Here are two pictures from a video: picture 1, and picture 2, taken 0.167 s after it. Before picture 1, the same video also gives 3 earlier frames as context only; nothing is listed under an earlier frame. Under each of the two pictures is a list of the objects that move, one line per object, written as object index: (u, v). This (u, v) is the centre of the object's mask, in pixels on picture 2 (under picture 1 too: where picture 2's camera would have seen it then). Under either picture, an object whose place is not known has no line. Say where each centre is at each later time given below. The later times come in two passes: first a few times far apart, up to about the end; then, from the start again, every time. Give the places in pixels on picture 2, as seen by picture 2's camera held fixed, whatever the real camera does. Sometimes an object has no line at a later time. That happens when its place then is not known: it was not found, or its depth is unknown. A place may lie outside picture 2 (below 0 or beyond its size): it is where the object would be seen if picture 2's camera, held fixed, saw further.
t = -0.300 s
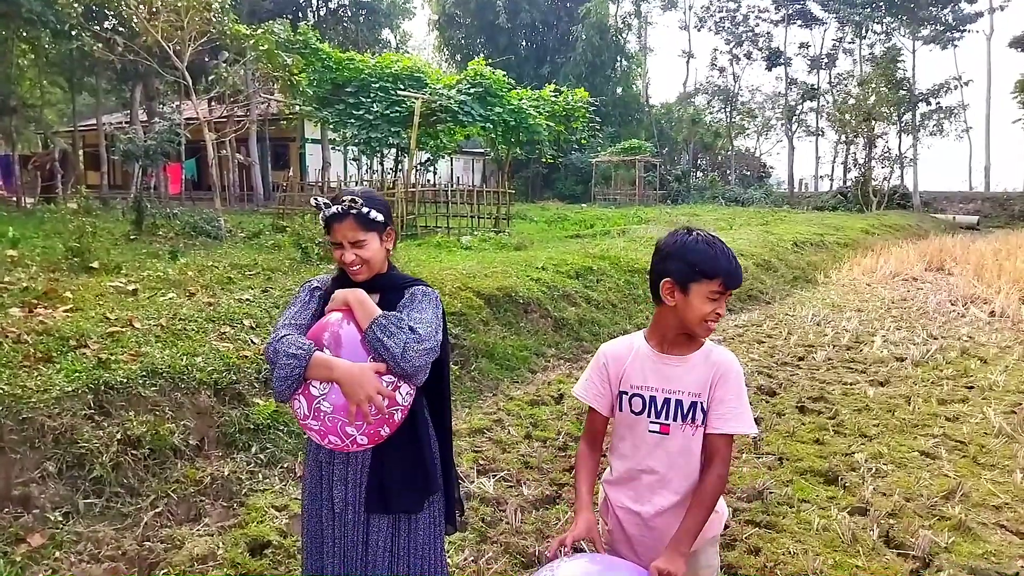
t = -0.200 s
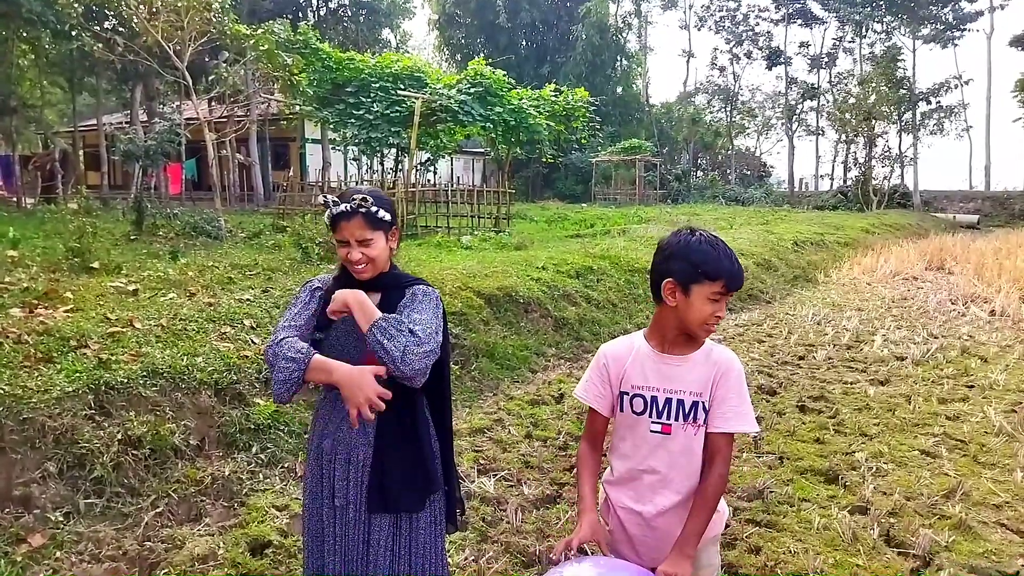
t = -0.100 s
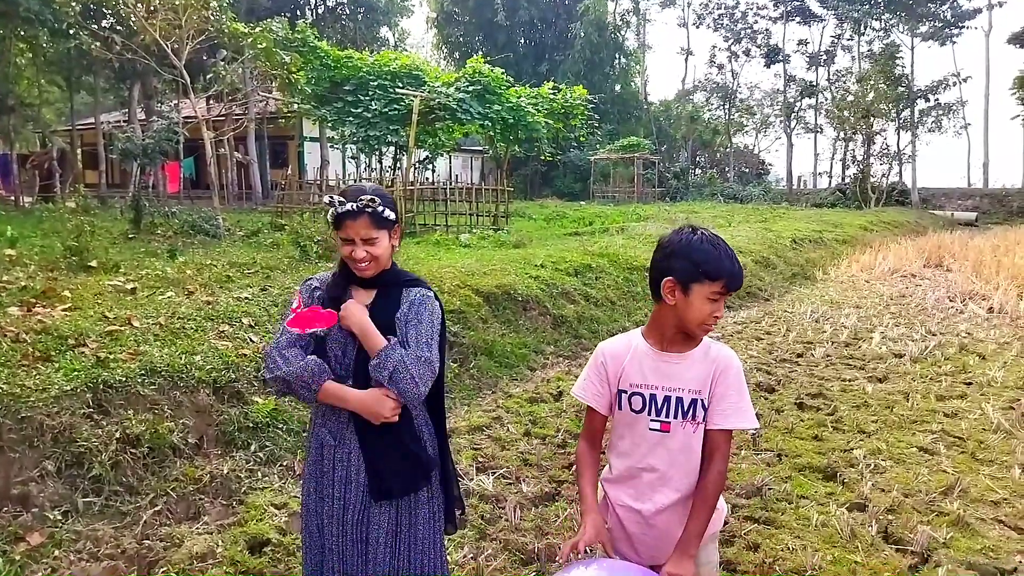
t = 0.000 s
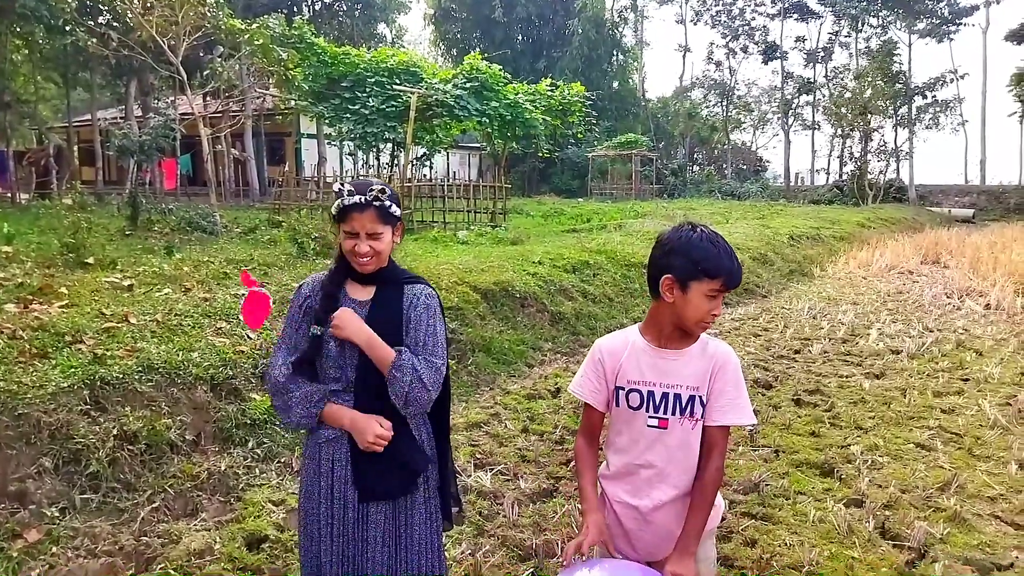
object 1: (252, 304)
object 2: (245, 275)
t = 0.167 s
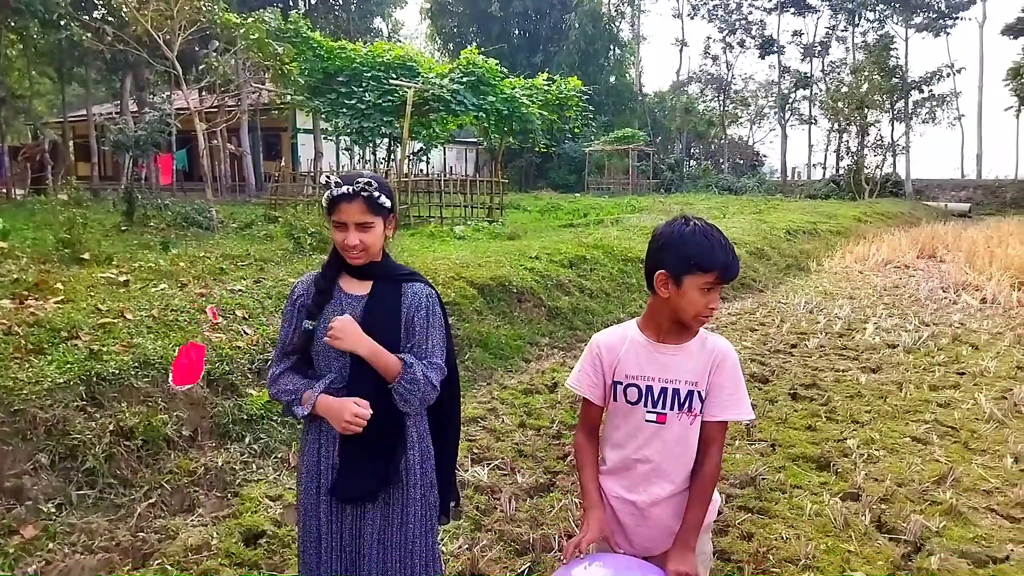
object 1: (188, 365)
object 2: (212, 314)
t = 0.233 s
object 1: (172, 434)
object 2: (213, 345)
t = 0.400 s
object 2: (265, 464)
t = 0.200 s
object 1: (181, 396)
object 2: (210, 327)
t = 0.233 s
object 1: (172, 434)
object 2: (213, 345)
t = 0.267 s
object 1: (160, 476)
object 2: (218, 365)
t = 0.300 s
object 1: (150, 520)
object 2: (227, 391)
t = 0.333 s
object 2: (238, 416)
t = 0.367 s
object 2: (251, 440)
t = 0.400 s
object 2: (265, 464)
